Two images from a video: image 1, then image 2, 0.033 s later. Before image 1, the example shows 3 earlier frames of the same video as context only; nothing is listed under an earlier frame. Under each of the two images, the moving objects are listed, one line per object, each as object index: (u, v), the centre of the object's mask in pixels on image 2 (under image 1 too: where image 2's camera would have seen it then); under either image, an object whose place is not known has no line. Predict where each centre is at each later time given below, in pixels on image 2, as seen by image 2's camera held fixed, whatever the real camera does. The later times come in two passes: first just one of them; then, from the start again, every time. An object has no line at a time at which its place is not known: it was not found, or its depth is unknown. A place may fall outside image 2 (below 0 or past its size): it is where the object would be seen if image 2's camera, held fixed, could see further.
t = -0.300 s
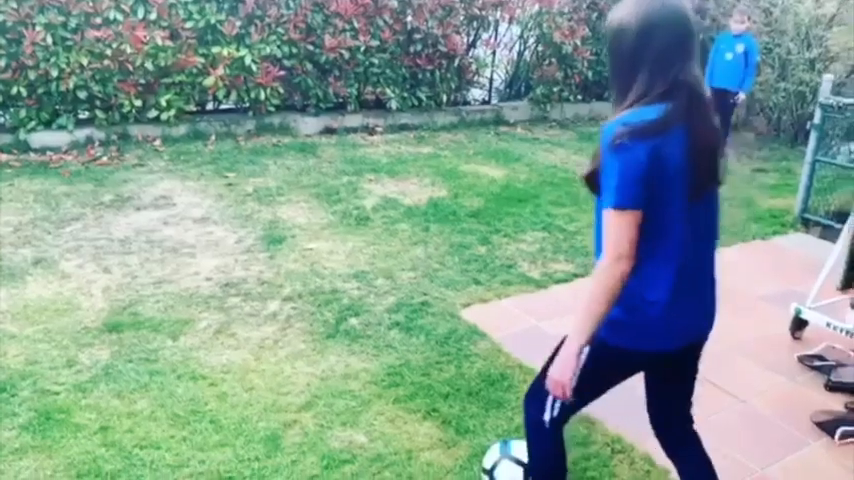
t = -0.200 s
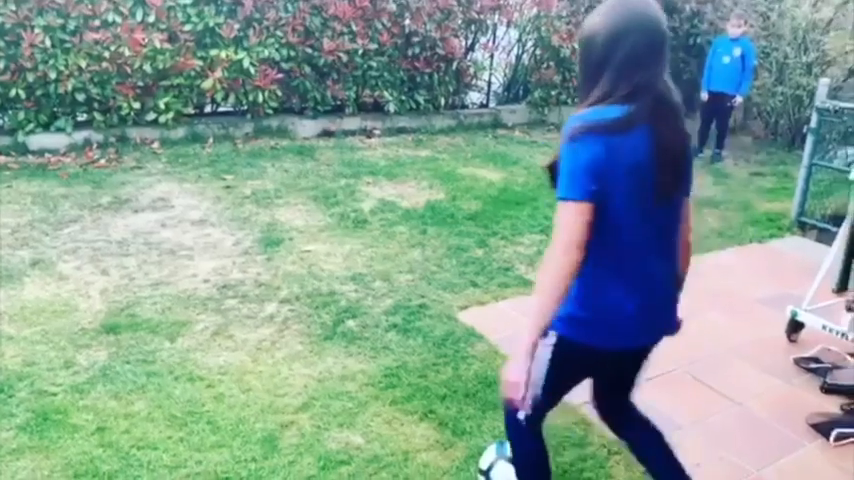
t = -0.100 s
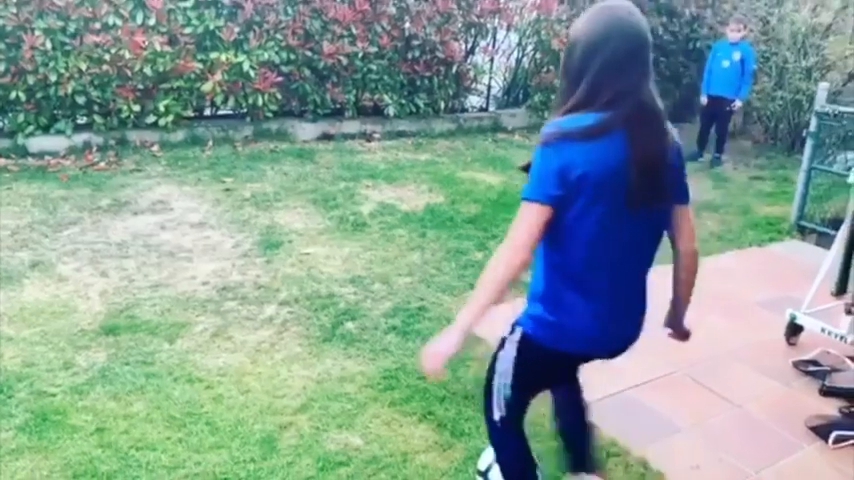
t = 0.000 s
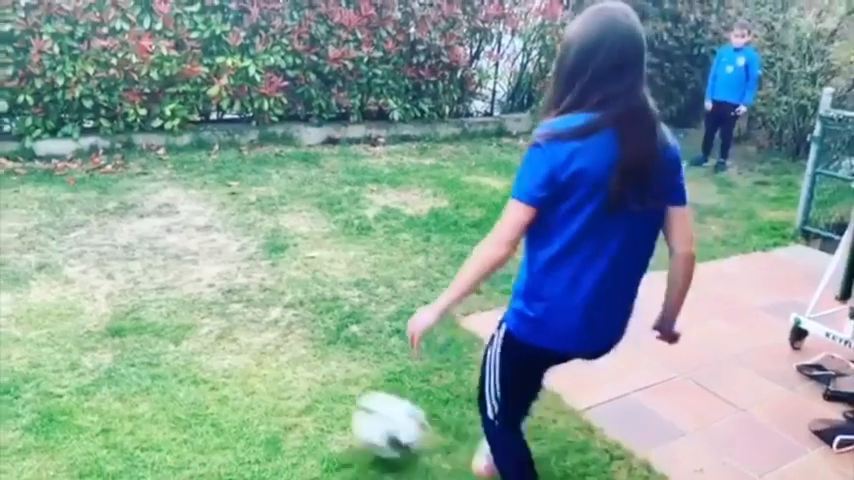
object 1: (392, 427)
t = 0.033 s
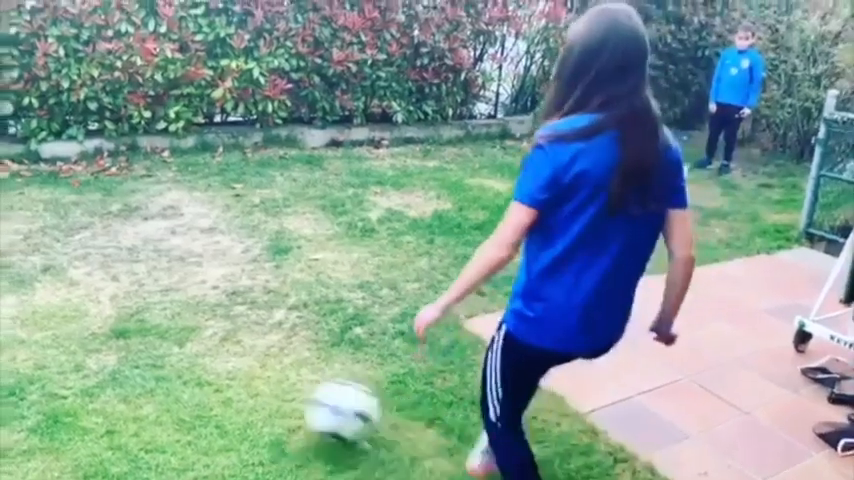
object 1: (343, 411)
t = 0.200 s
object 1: (147, 348)
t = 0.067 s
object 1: (292, 398)
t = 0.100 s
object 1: (249, 386)
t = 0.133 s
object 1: (209, 373)
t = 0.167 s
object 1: (177, 361)
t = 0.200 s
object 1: (147, 348)
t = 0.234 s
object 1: (119, 340)
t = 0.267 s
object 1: (91, 329)
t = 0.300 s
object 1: (65, 327)
